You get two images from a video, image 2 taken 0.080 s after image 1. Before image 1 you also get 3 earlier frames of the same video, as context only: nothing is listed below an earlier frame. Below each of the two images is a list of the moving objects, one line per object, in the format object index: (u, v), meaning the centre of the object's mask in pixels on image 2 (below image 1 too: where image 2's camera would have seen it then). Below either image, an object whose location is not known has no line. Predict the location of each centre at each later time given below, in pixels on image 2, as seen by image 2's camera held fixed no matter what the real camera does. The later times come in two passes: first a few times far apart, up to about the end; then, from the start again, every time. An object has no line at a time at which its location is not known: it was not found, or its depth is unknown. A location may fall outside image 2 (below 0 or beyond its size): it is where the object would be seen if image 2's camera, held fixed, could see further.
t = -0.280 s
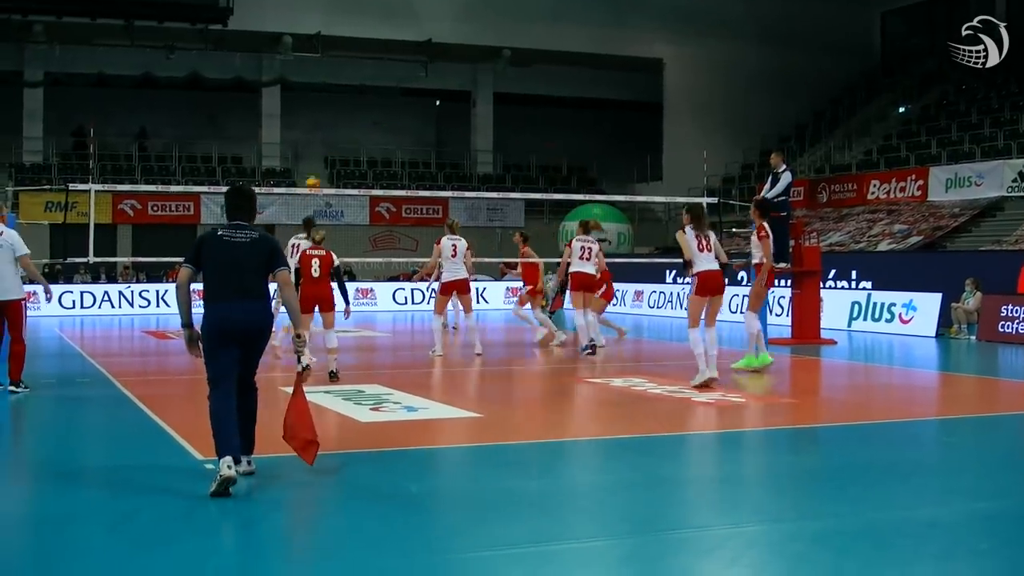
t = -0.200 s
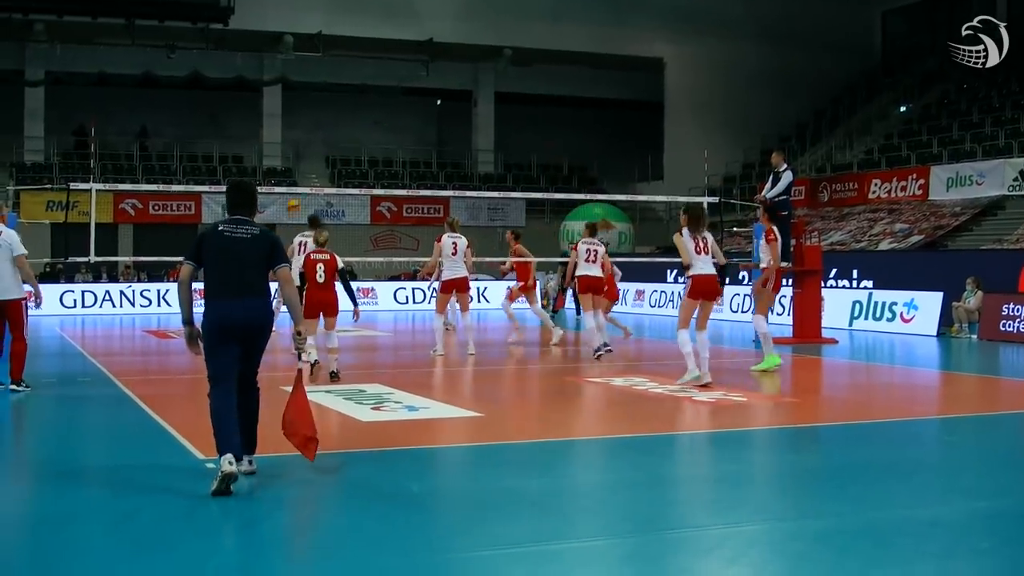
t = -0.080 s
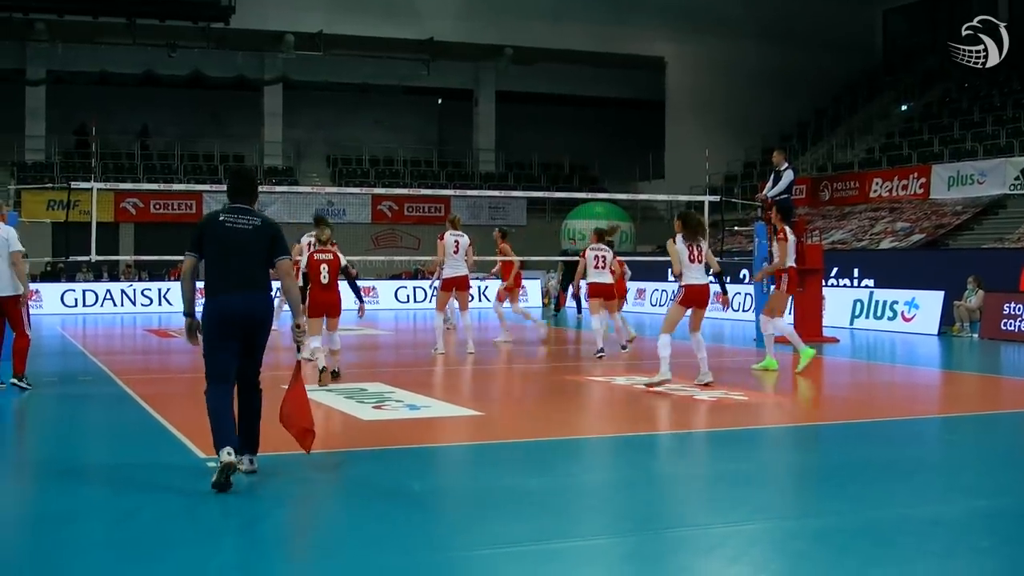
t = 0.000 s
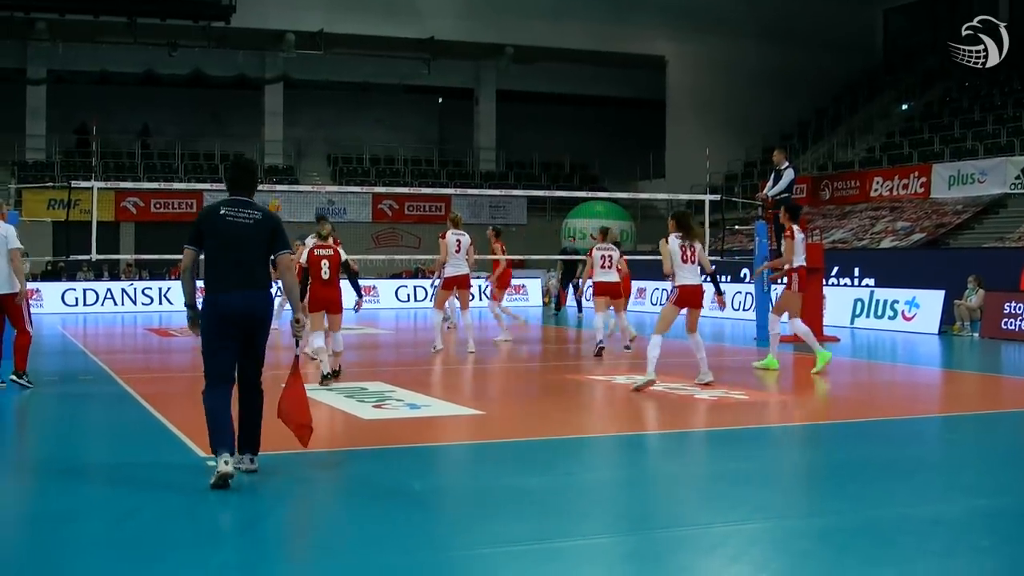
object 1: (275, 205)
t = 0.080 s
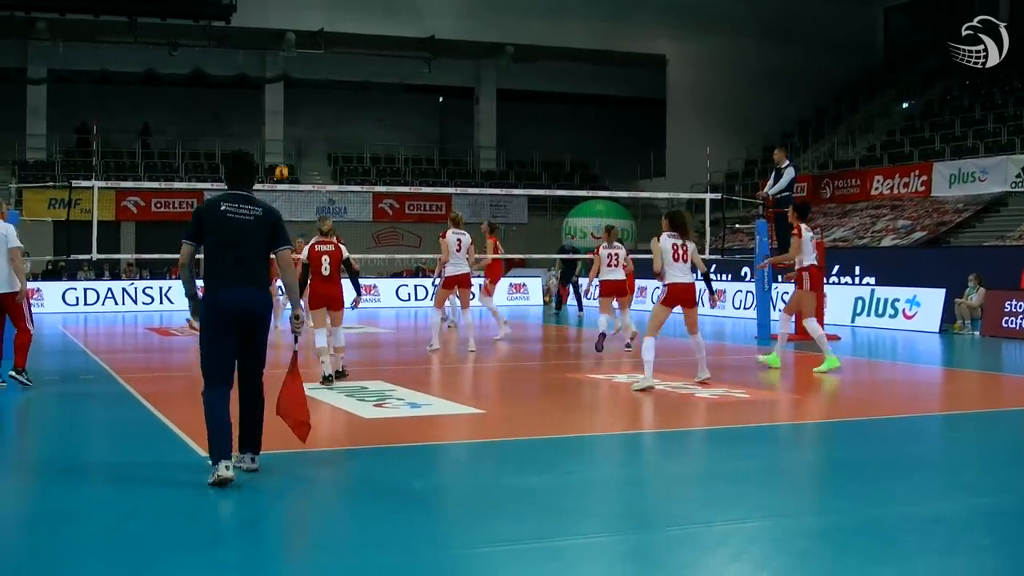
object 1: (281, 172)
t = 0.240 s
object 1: (297, 118)
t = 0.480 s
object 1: (318, 67)
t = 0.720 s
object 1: (339, 51)
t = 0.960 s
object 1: (359, 69)
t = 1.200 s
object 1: (379, 121)
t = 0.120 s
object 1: (286, 157)
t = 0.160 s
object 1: (289, 143)
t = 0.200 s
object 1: (293, 130)
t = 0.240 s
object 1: (297, 118)
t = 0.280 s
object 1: (300, 108)
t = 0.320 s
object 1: (304, 98)
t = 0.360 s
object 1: (307, 88)
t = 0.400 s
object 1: (311, 81)
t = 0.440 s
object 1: (314, 73)
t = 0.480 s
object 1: (318, 67)
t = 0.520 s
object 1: (321, 62)
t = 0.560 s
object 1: (325, 58)
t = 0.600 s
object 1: (328, 55)
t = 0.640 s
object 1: (331, 53)
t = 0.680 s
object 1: (335, 51)
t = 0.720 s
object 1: (339, 51)
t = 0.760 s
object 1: (342, 52)
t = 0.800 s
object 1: (345, 53)
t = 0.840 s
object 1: (349, 56)
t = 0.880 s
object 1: (353, 60)
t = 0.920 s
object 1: (356, 64)
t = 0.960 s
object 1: (359, 69)
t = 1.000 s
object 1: (362, 76)
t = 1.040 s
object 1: (366, 82)
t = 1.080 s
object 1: (369, 91)
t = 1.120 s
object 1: (372, 101)
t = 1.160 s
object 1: (376, 110)
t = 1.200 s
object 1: (379, 121)
